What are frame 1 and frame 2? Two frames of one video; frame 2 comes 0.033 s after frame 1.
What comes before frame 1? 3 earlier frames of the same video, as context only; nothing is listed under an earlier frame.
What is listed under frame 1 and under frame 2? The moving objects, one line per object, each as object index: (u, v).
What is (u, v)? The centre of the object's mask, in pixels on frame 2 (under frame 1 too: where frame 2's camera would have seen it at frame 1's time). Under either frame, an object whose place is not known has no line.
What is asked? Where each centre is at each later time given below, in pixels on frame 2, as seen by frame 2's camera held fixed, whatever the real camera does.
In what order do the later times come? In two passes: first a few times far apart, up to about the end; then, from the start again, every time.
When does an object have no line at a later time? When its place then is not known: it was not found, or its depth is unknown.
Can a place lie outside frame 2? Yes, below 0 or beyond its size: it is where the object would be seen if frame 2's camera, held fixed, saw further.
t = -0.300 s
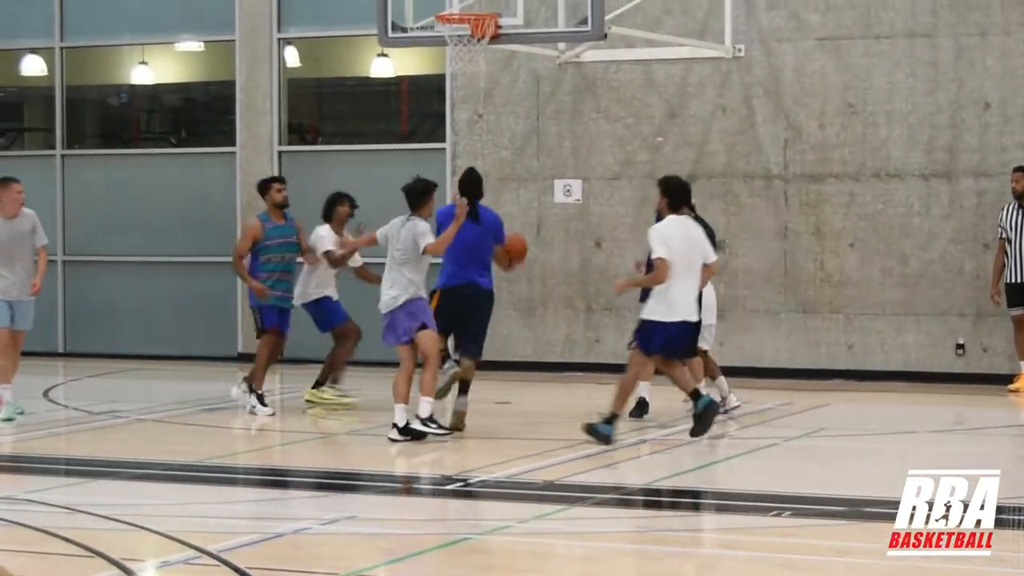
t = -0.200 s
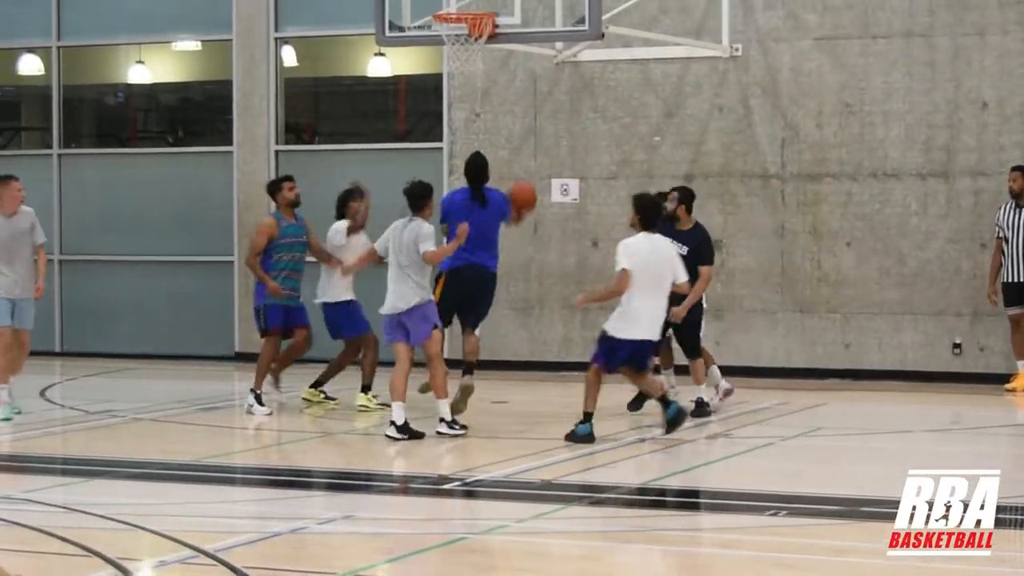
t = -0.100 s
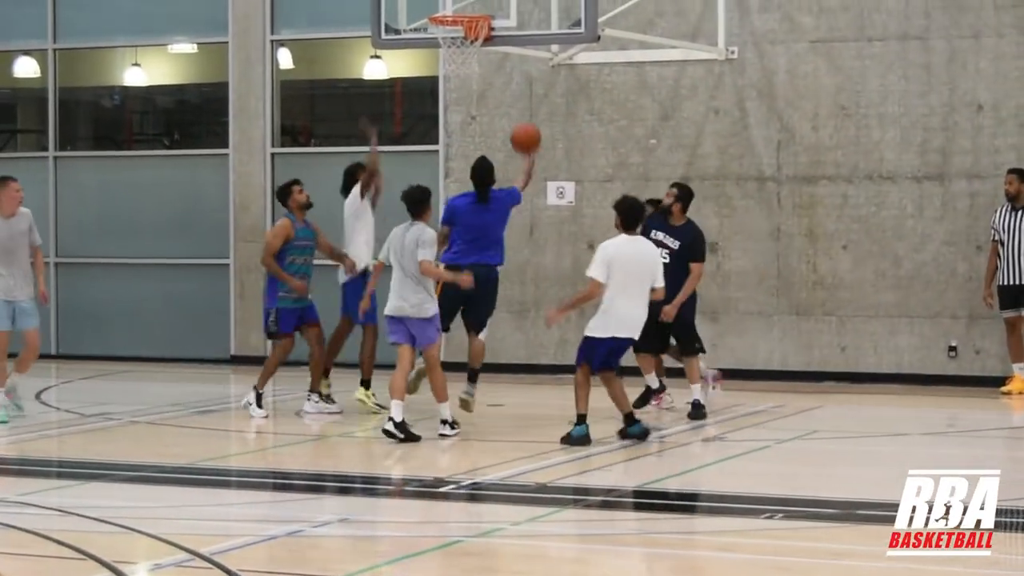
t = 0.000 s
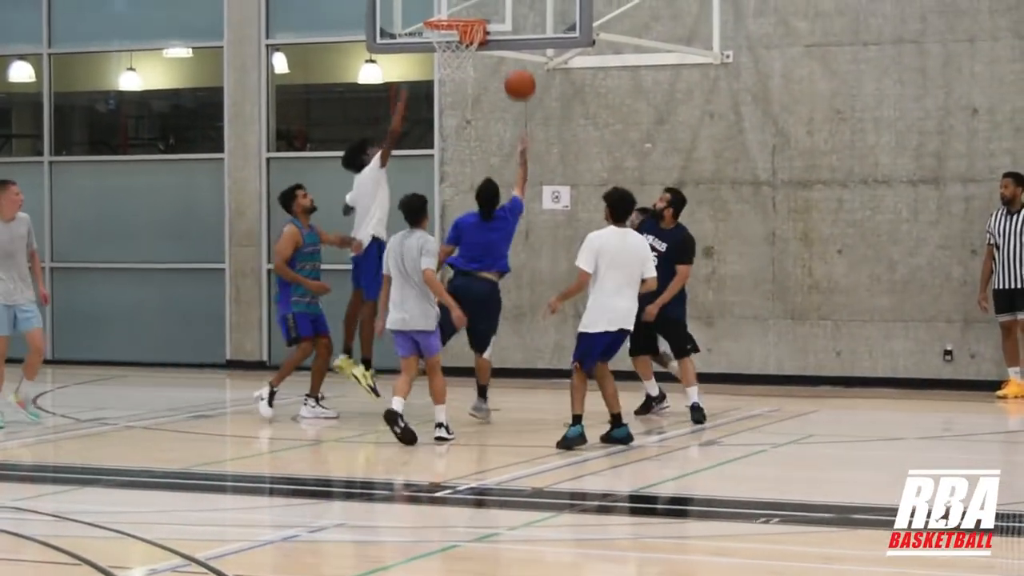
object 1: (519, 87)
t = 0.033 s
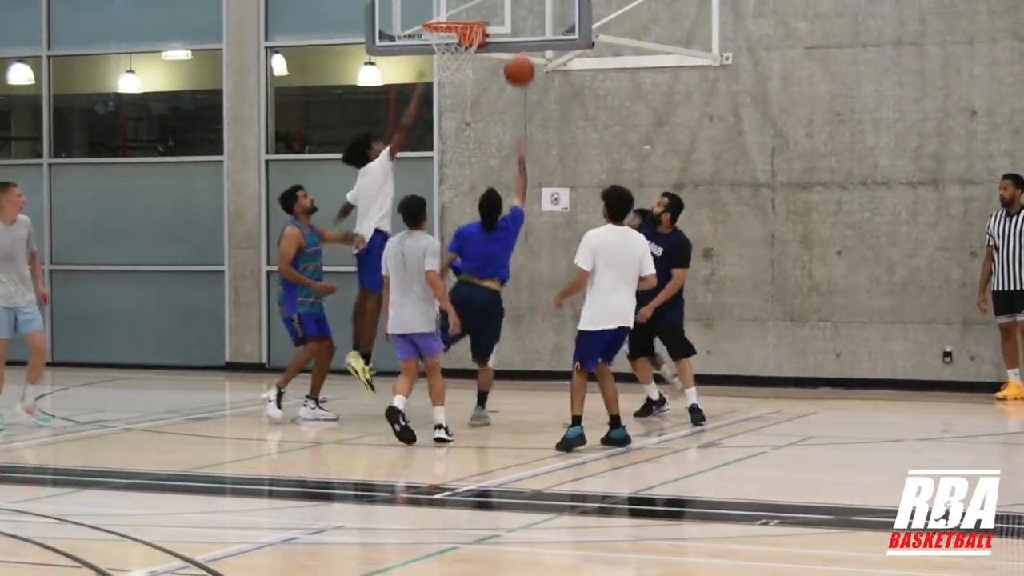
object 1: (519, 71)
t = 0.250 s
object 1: (517, 2)
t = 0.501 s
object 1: (479, -7)
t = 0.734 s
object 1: (449, 12)
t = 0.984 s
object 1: (441, 63)
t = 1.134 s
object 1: (452, 110)
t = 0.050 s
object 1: (519, 64)
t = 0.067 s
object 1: (519, 57)
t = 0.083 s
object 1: (519, 49)
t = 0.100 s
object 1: (519, 43)
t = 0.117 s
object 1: (519, 37)
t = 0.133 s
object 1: (518, 31)
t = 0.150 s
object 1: (518, 26)
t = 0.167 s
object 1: (518, 21)
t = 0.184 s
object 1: (518, 16)
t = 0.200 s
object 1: (518, 12)
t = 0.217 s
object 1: (518, 8)
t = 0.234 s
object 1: (518, 5)
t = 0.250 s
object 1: (517, 2)
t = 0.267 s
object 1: (517, -1)
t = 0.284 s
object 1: (514, -3)
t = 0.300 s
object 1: (511, -5)
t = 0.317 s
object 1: (509, -7)
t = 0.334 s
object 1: (506, -8)
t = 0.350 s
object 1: (503, -9)
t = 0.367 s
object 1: (500, -9)
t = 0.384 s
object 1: (497, -10)
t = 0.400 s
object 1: (495, -10)
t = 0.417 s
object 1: (492, -10)
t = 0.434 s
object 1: (490, -10)
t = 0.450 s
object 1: (487, -10)
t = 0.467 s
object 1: (484, -9)
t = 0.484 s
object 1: (482, -8)
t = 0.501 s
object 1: (479, -7)
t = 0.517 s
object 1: (476, -4)
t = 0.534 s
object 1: (474, -1)
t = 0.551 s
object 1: (471, 2)
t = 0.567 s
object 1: (468, 5)
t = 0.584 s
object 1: (465, 8)
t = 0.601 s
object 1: (464, 9)
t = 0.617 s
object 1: (462, 9)
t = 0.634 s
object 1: (460, 8)
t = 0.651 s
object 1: (458, 8)
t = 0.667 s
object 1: (456, 8)
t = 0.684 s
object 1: (454, 9)
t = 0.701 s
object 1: (452, 9)
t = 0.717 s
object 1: (451, 11)
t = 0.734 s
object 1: (449, 12)
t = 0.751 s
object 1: (446, 13)
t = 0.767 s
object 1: (445, 14)
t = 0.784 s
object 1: (444, 16)
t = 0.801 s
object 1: (443, 17)
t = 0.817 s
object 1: (445, 29)
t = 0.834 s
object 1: (445, 35)
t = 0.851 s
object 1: (439, 39)
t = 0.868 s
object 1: (441, 41)
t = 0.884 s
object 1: (439, 43)
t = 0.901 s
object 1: (439, 47)
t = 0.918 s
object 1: (439, 51)
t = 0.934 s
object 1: (440, 55)
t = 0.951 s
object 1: (440, 58)
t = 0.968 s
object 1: (441, 60)
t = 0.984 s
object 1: (441, 63)
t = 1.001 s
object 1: (442, 66)
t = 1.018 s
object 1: (444, 67)
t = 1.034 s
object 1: (445, 76)
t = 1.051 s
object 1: (447, 83)
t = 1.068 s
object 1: (448, 89)
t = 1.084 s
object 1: (449, 93)
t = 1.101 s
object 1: (450, 98)
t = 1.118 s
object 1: (451, 104)
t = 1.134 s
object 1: (452, 110)
